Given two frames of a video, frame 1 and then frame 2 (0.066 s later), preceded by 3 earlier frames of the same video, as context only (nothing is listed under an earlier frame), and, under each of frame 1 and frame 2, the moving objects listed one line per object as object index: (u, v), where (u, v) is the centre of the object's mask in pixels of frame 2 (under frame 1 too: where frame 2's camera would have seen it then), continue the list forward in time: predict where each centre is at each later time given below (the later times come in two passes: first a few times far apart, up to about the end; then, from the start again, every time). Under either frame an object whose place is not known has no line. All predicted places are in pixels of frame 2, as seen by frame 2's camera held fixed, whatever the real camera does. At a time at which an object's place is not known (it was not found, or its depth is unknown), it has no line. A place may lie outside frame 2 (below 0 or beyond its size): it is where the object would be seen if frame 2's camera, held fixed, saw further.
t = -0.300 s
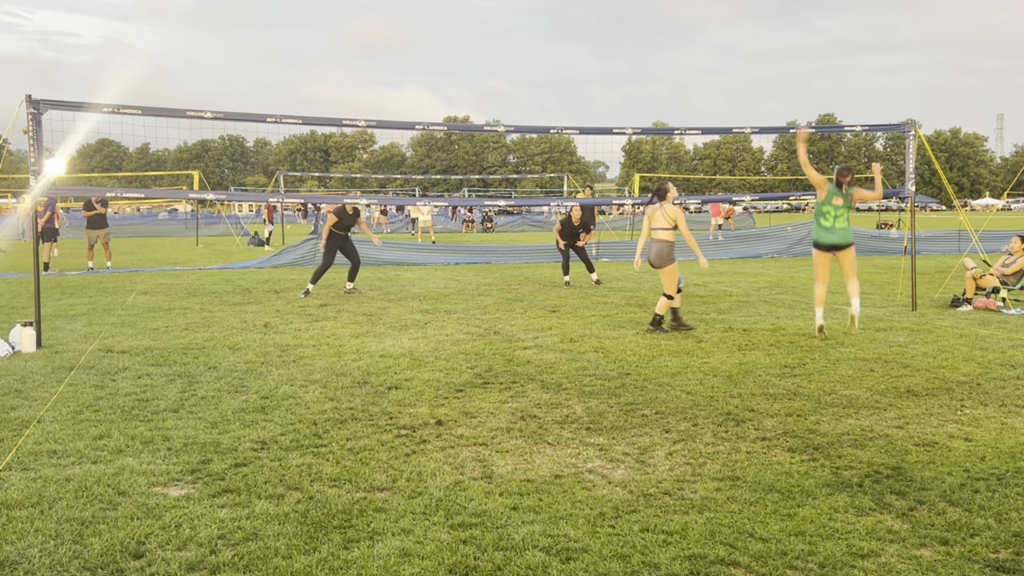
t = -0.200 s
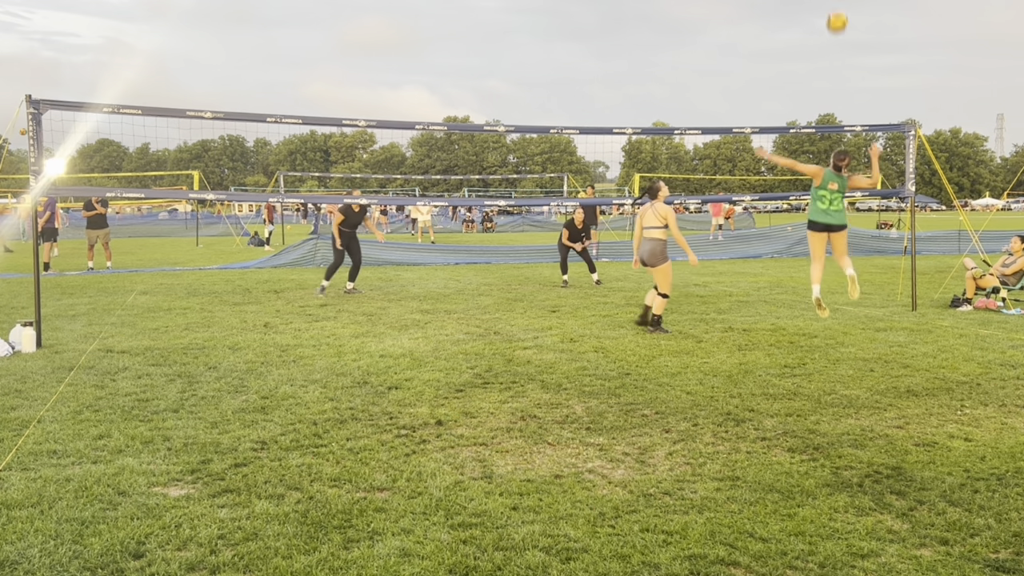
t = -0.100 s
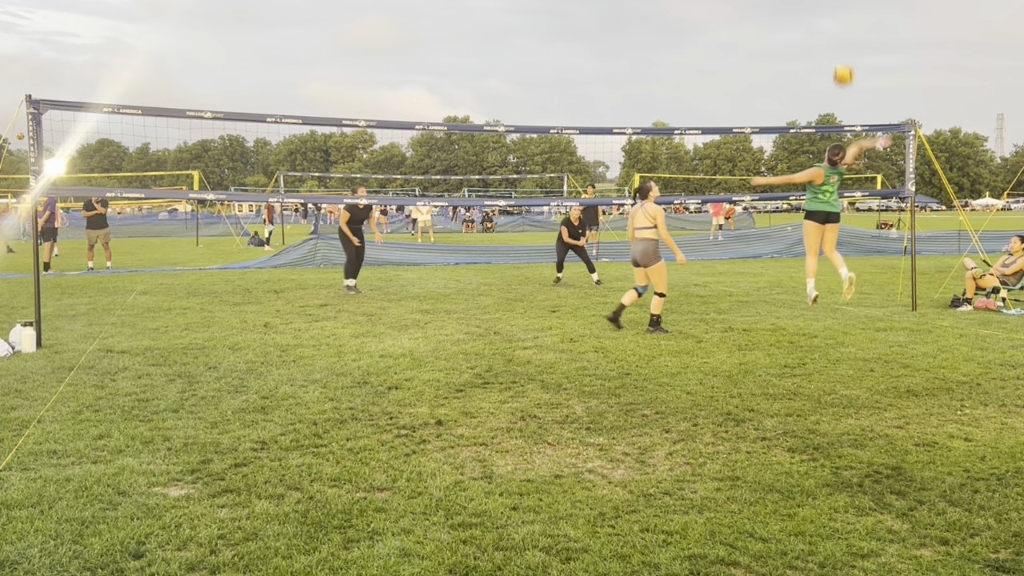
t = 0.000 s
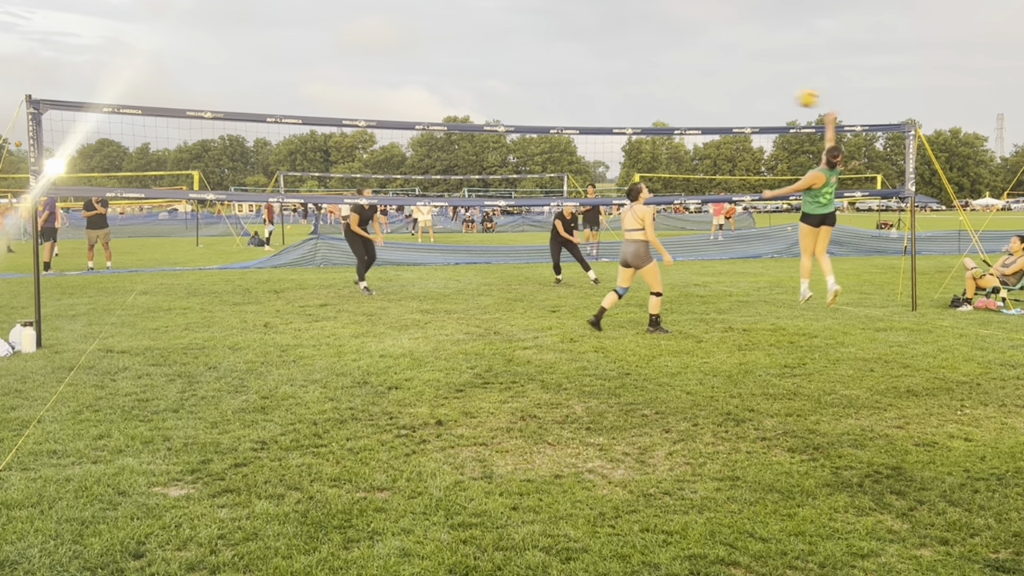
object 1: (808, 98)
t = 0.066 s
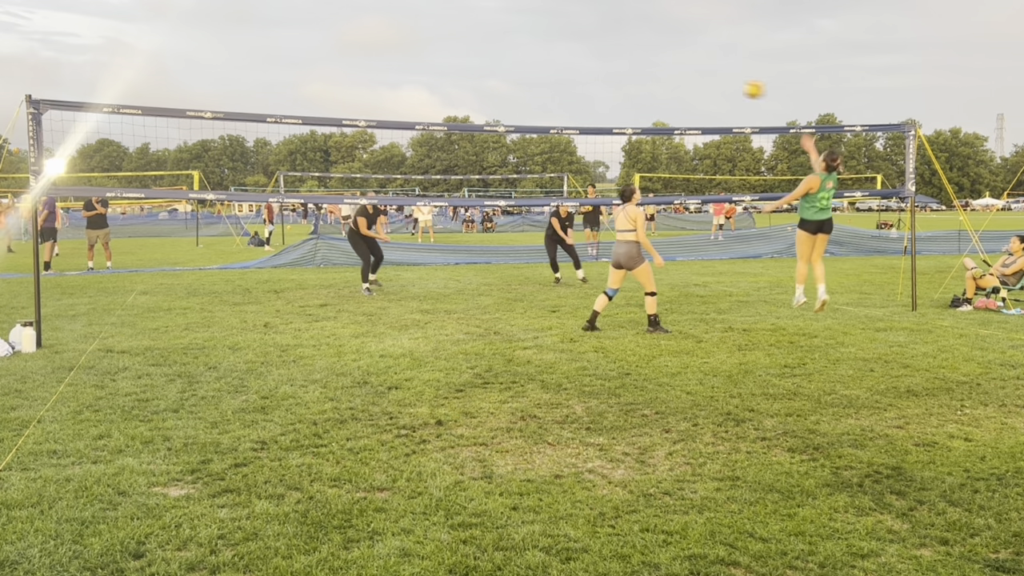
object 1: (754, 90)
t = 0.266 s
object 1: (616, 88)
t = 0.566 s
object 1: (457, 138)
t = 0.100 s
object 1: (728, 87)
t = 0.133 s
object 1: (705, 85)
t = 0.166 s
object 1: (681, 84)
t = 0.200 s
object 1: (658, 85)
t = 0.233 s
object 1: (636, 86)
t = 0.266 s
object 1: (616, 88)
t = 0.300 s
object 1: (596, 91)
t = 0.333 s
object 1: (576, 94)
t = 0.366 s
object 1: (558, 98)
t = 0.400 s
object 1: (540, 103)
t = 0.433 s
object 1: (523, 109)
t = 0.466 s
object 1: (506, 115)
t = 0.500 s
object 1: (491, 120)
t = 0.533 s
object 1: (472, 134)
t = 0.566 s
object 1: (457, 138)
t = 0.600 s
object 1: (444, 145)
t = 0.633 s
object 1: (429, 154)
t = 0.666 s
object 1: (415, 164)
